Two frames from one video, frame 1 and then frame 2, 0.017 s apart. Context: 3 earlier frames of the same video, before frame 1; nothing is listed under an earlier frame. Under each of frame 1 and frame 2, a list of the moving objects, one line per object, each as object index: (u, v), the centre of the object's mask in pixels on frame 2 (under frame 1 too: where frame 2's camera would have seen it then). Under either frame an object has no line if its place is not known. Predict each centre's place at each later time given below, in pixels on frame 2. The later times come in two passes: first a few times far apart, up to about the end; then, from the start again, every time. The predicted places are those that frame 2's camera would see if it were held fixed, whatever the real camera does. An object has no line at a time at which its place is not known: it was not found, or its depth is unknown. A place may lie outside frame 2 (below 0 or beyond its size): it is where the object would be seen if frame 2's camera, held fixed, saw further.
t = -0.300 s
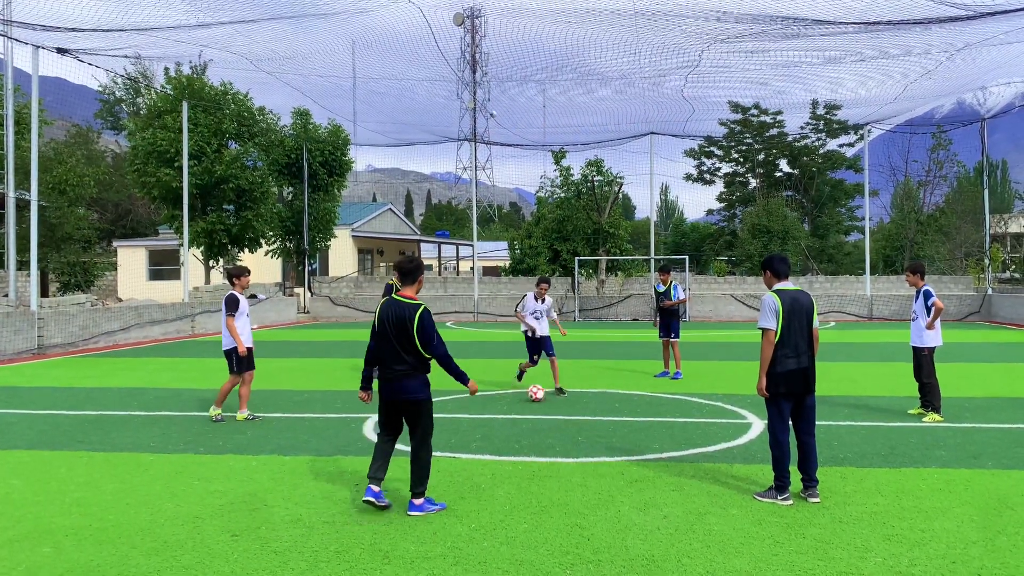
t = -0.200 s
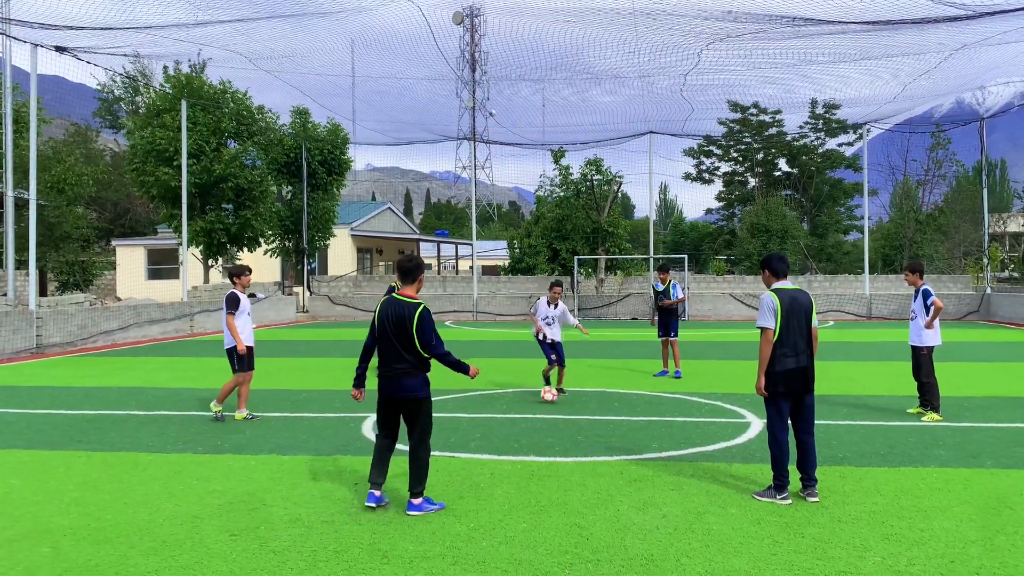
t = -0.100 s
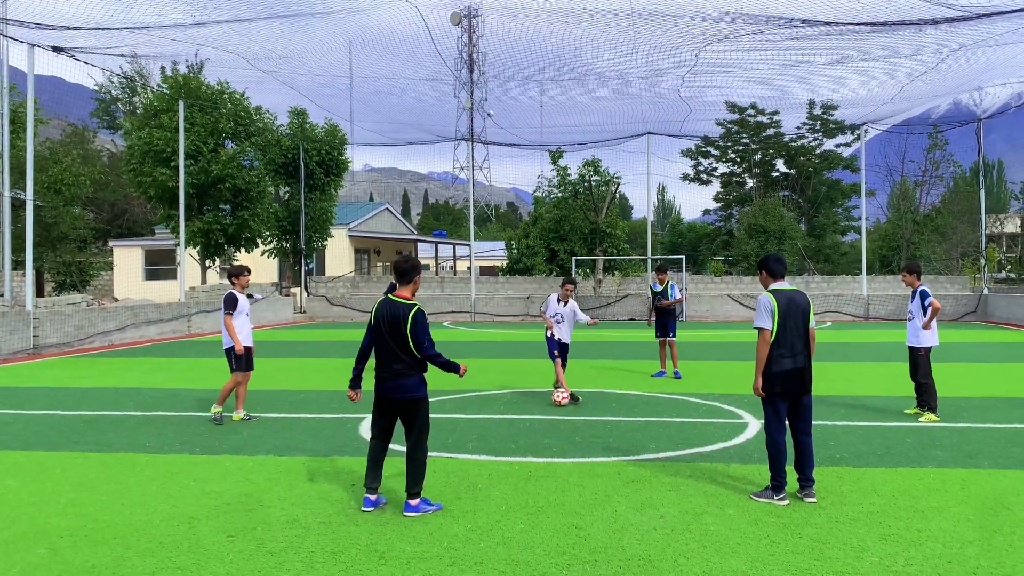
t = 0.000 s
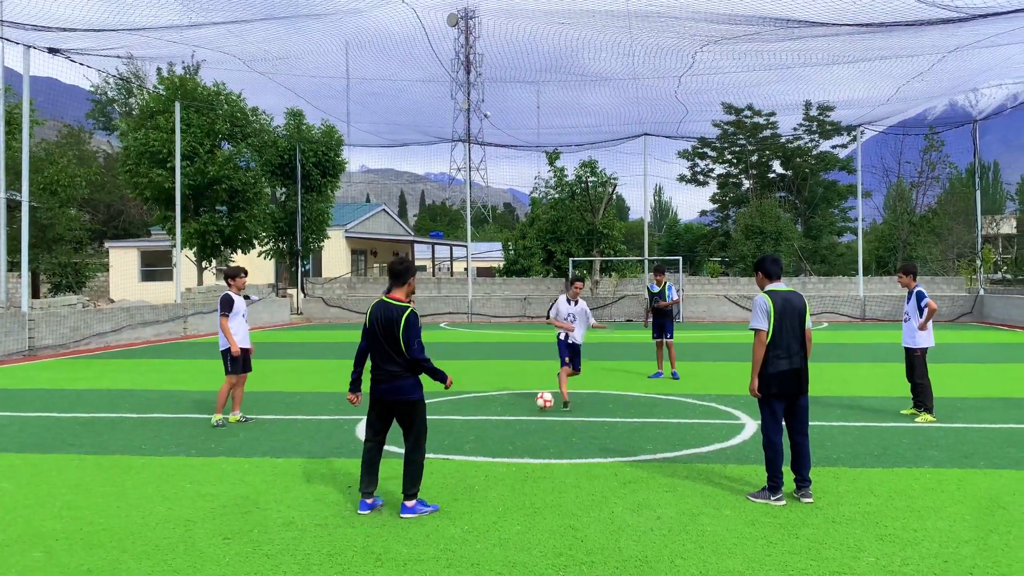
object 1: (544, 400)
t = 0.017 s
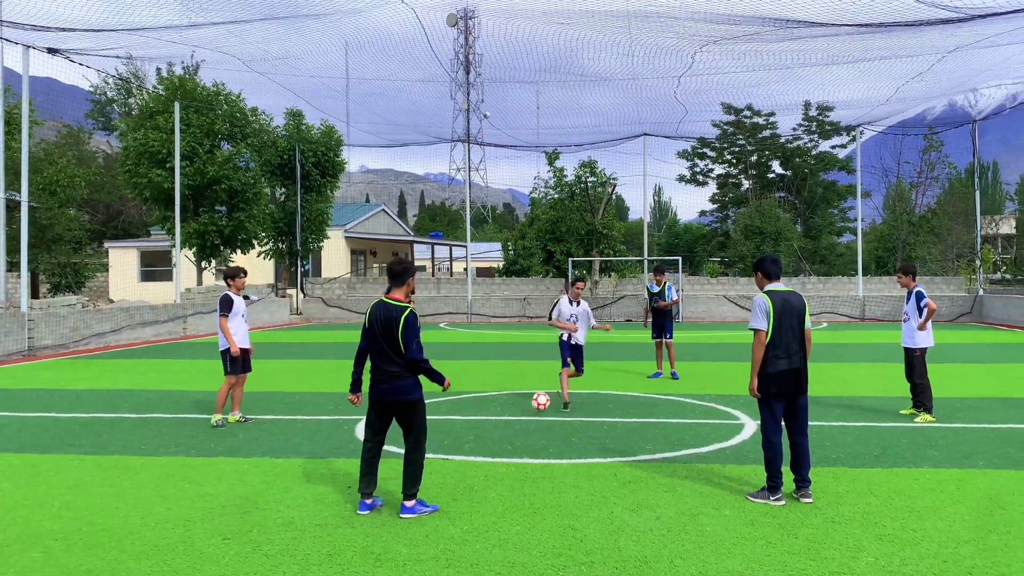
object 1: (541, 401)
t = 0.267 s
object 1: (490, 424)
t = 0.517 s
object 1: (451, 442)
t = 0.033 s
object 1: (537, 402)
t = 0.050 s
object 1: (533, 404)
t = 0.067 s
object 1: (529, 405)
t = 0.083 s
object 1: (526, 408)
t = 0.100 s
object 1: (522, 411)
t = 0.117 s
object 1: (518, 413)
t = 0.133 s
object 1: (514, 415)
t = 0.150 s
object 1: (511, 416)
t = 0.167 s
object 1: (509, 417)
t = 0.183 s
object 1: (505, 418)
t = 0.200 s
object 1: (502, 419)
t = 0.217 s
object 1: (499, 422)
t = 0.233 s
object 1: (496, 422)
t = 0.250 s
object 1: (493, 423)
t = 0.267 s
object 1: (490, 424)
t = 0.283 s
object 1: (487, 426)
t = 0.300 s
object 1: (484, 427)
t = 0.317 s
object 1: (481, 429)
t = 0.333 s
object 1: (479, 430)
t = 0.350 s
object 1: (477, 431)
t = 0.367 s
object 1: (474, 432)
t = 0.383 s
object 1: (471, 434)
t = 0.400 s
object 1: (469, 435)
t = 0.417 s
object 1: (466, 436)
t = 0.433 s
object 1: (464, 437)
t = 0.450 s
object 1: (461, 438)
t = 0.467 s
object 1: (459, 439)
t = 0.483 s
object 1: (456, 440)
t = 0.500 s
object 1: (454, 442)
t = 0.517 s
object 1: (451, 442)
